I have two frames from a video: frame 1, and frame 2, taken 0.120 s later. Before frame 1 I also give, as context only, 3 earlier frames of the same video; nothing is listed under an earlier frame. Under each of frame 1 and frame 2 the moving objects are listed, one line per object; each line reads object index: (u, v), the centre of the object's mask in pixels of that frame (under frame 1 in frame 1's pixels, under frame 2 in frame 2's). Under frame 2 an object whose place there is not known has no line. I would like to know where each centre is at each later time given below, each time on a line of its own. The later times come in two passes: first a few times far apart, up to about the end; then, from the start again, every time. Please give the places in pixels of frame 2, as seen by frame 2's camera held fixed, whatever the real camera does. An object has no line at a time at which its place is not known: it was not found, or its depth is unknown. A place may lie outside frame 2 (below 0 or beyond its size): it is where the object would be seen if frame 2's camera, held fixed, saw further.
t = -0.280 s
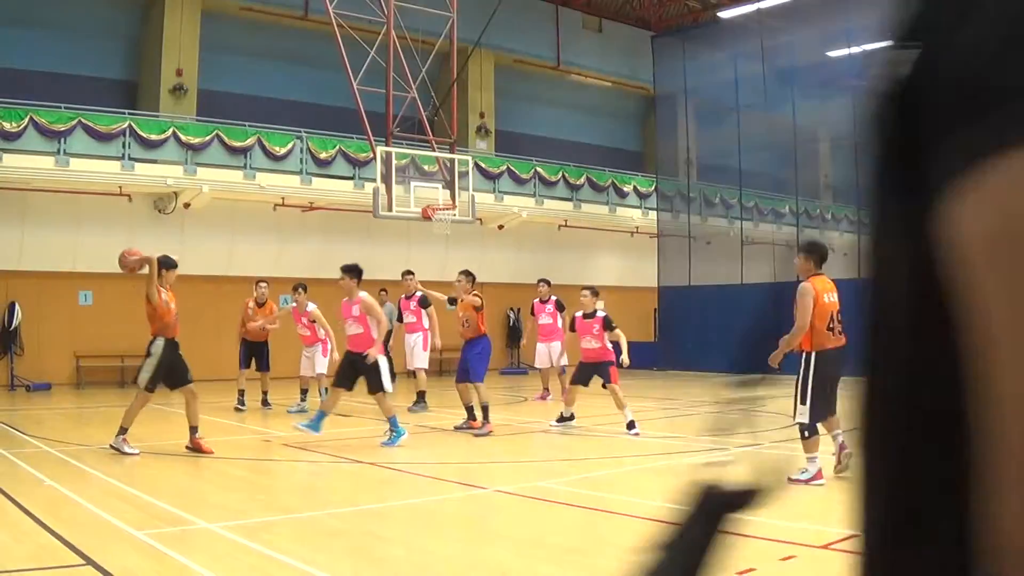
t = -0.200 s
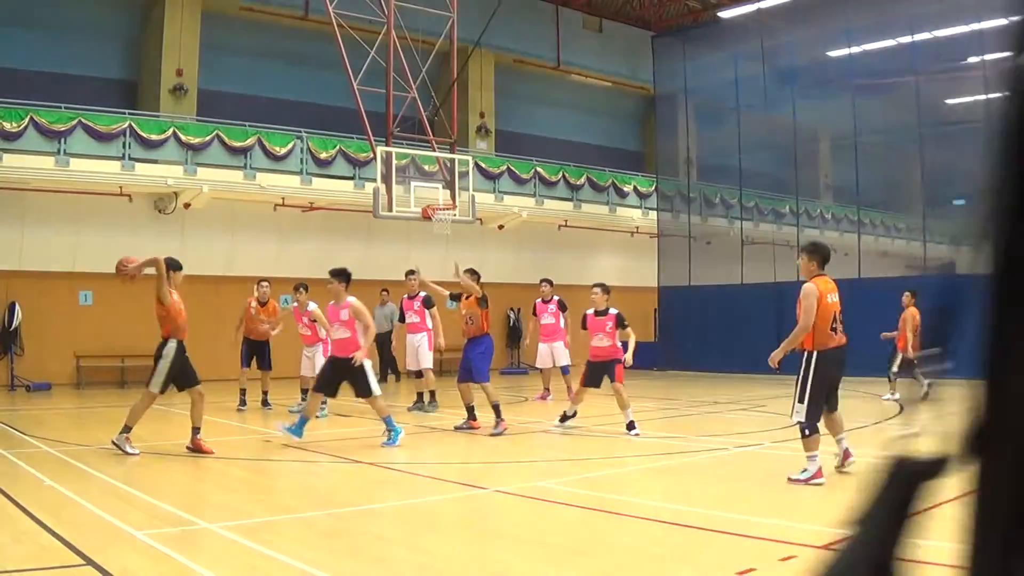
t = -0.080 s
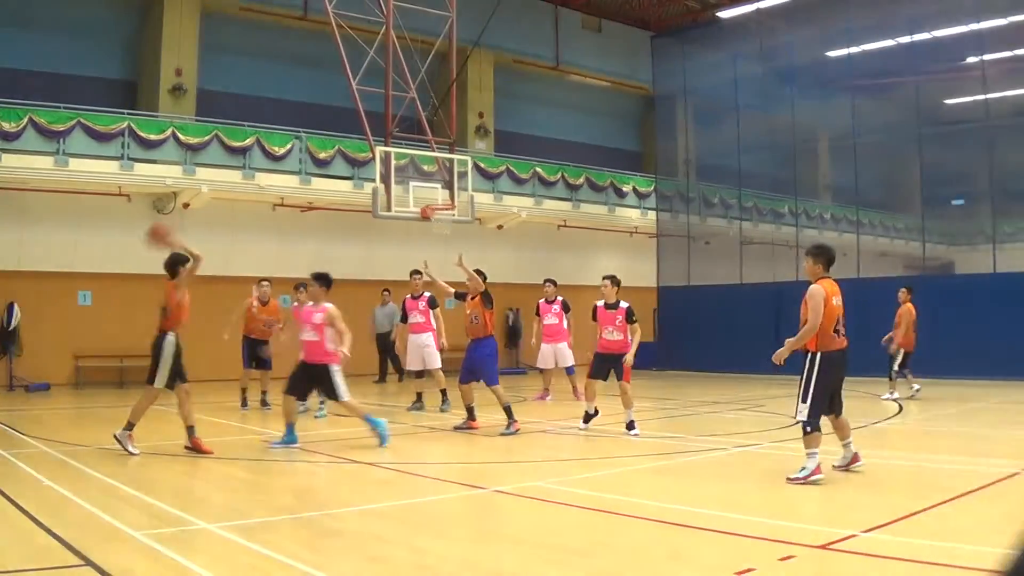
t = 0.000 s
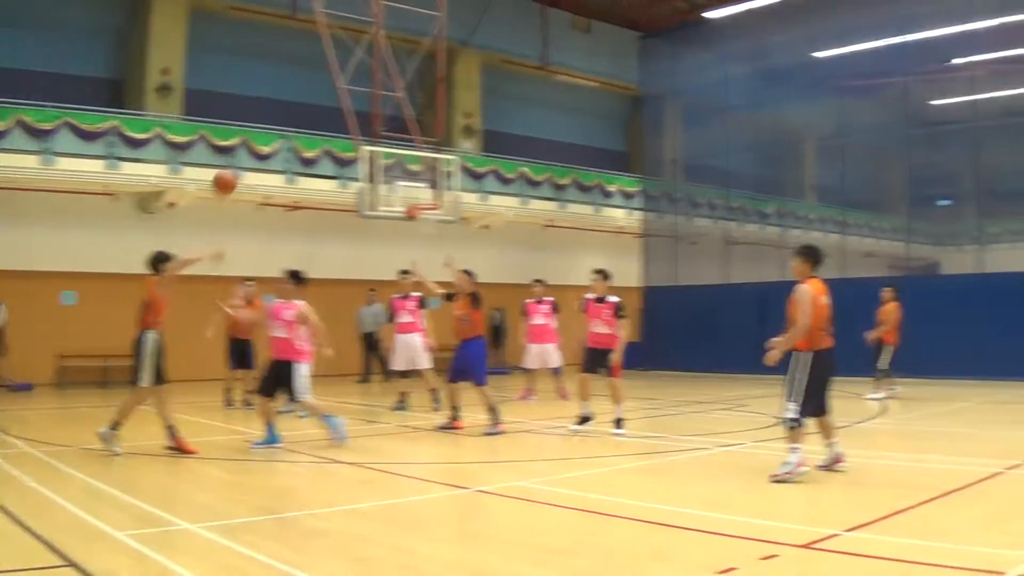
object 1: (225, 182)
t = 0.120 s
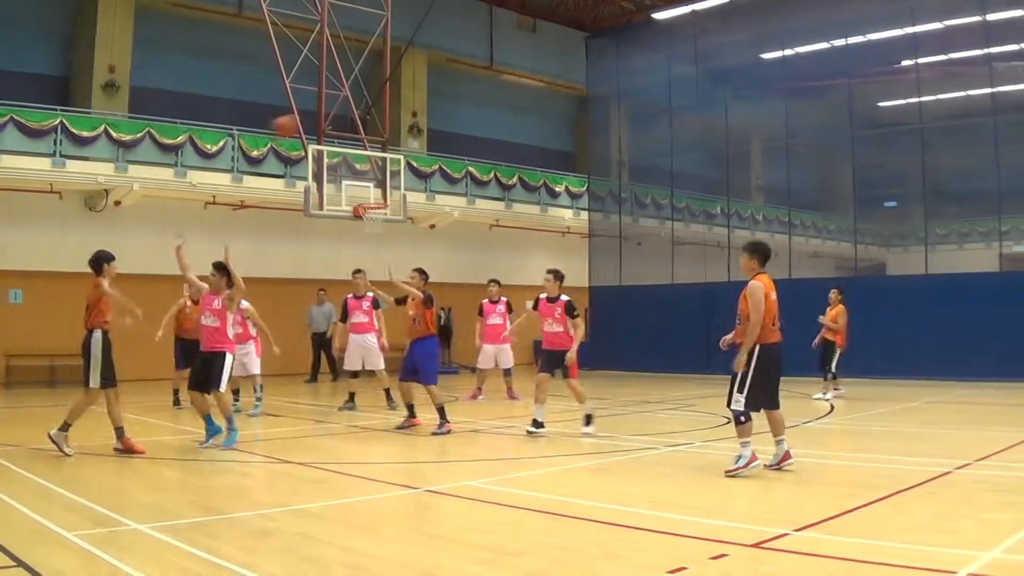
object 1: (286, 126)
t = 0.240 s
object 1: (383, 94)
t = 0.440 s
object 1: (522, 77)
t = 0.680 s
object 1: (652, 102)
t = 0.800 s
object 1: (706, 127)
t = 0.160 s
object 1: (319, 114)
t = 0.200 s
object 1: (353, 103)
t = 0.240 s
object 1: (383, 94)
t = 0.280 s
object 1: (415, 89)
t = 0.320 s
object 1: (442, 83)
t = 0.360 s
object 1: (469, 80)
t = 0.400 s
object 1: (496, 78)
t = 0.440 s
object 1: (522, 77)
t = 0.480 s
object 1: (546, 78)
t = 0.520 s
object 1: (570, 80)
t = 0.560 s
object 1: (592, 85)
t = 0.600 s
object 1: (612, 90)
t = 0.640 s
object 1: (632, 94)
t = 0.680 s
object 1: (652, 102)
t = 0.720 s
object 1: (670, 109)
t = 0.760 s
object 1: (689, 118)
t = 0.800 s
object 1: (706, 127)
